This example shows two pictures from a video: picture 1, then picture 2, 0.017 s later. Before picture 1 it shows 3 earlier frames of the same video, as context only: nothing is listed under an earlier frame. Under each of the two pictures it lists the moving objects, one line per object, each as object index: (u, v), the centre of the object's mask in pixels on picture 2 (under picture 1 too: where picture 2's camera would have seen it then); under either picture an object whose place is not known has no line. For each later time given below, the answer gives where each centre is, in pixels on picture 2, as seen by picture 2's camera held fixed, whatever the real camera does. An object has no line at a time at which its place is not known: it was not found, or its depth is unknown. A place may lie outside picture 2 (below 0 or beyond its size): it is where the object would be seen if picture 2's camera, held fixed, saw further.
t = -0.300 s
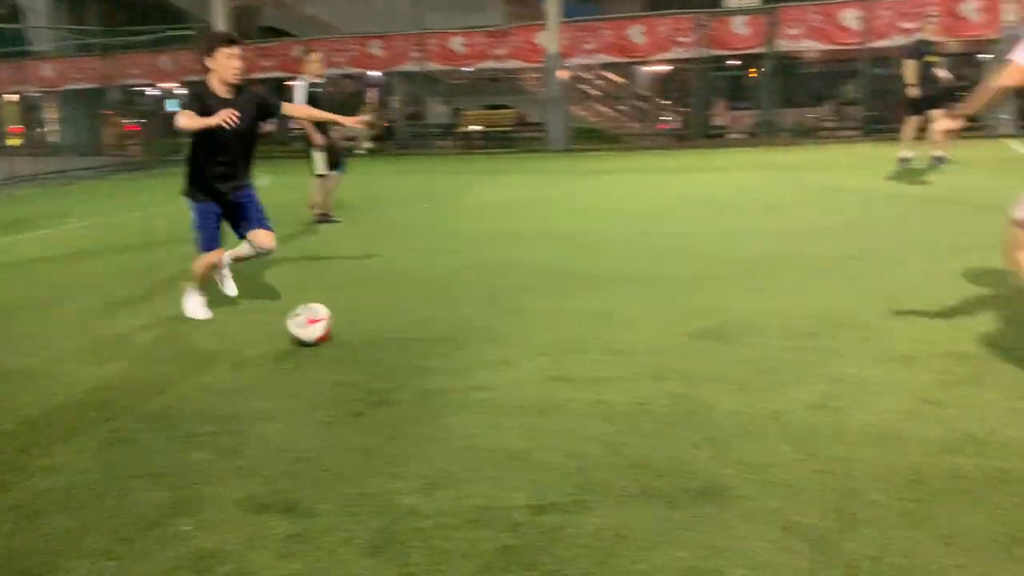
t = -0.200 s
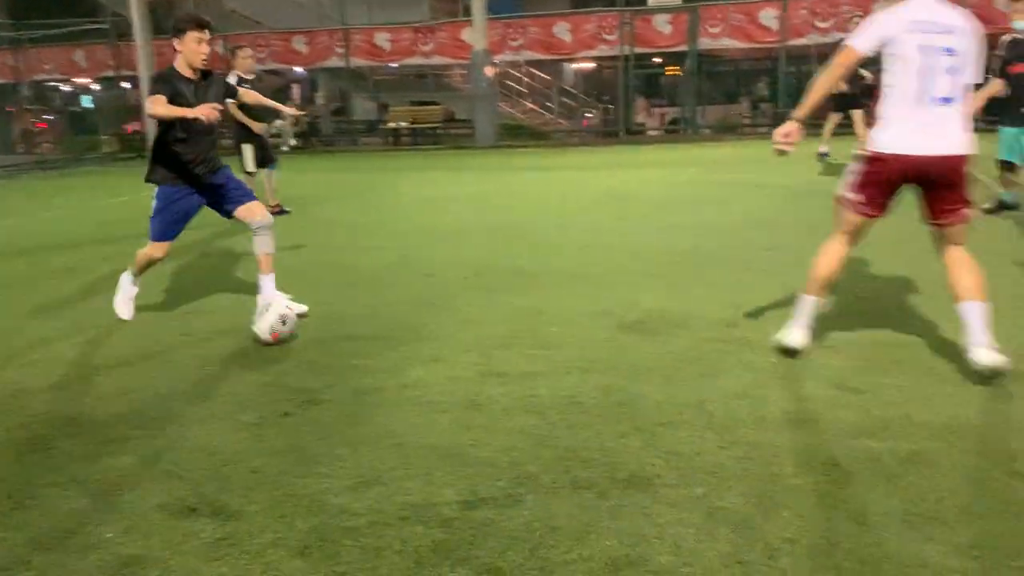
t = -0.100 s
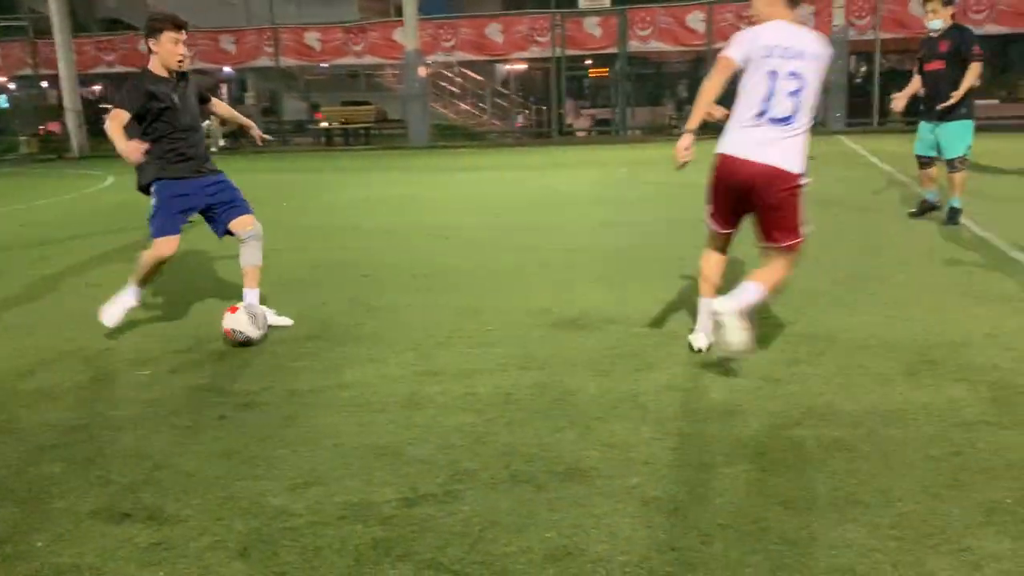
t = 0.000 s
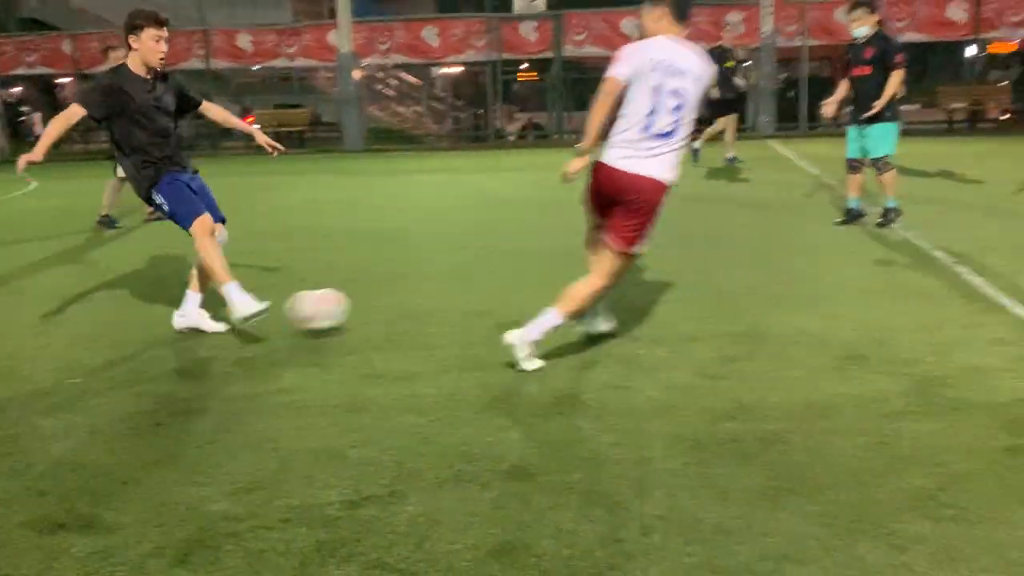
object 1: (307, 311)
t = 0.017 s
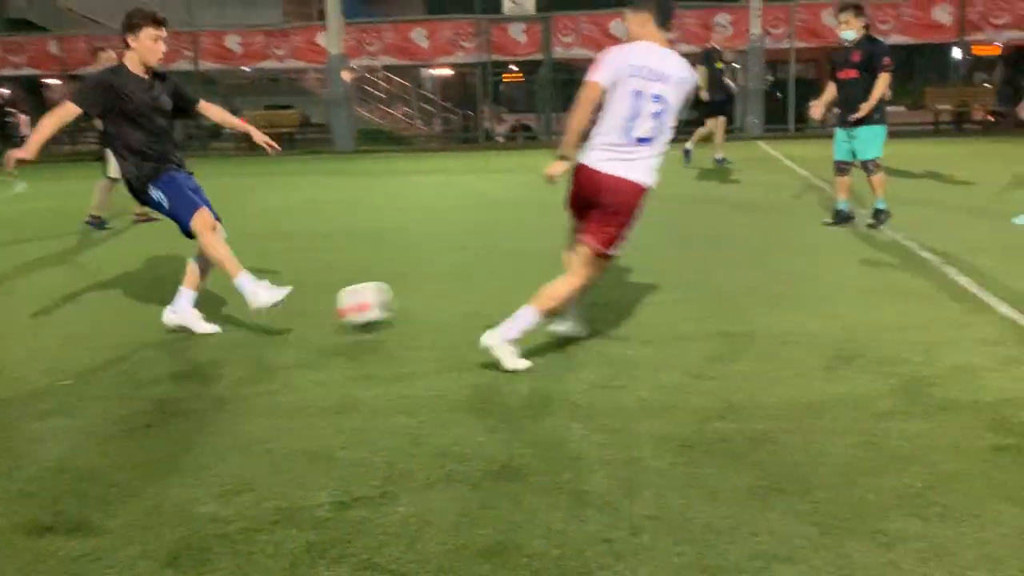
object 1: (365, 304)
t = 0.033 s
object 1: (419, 295)
